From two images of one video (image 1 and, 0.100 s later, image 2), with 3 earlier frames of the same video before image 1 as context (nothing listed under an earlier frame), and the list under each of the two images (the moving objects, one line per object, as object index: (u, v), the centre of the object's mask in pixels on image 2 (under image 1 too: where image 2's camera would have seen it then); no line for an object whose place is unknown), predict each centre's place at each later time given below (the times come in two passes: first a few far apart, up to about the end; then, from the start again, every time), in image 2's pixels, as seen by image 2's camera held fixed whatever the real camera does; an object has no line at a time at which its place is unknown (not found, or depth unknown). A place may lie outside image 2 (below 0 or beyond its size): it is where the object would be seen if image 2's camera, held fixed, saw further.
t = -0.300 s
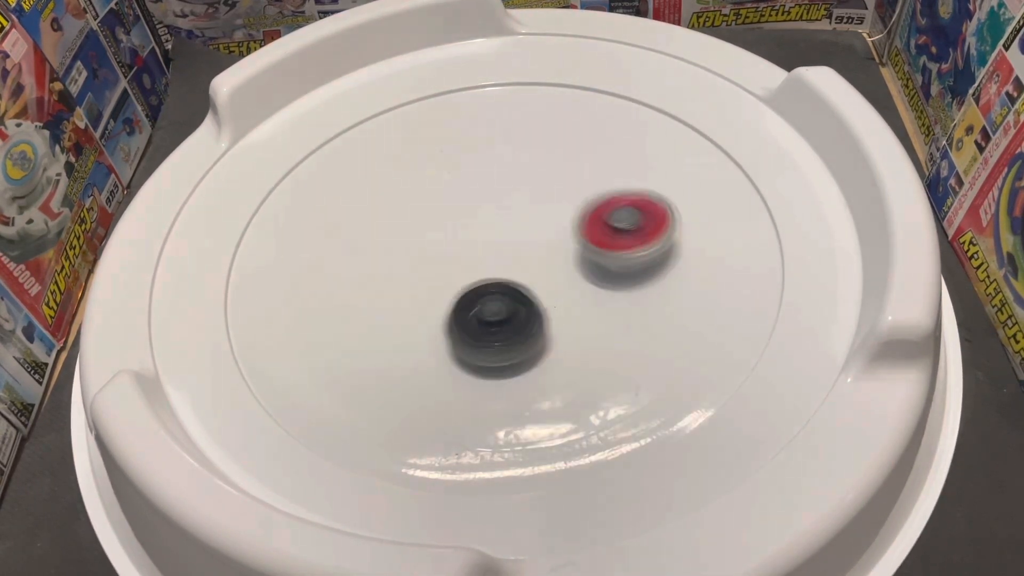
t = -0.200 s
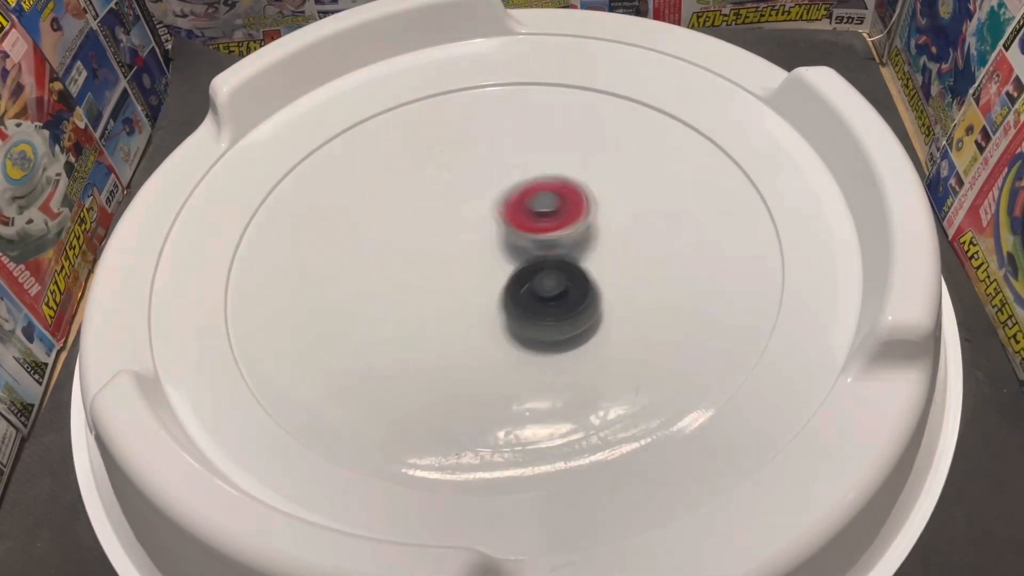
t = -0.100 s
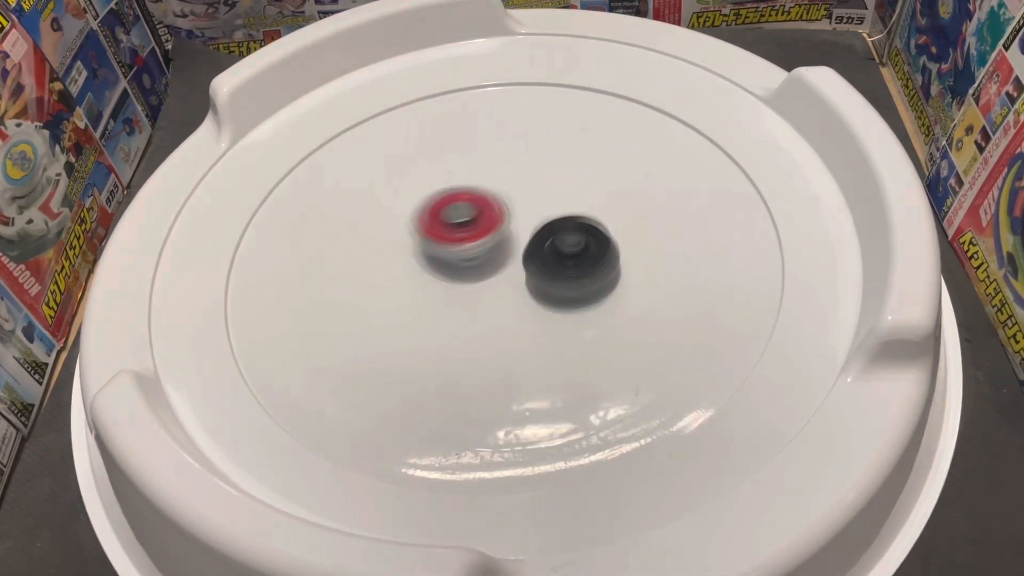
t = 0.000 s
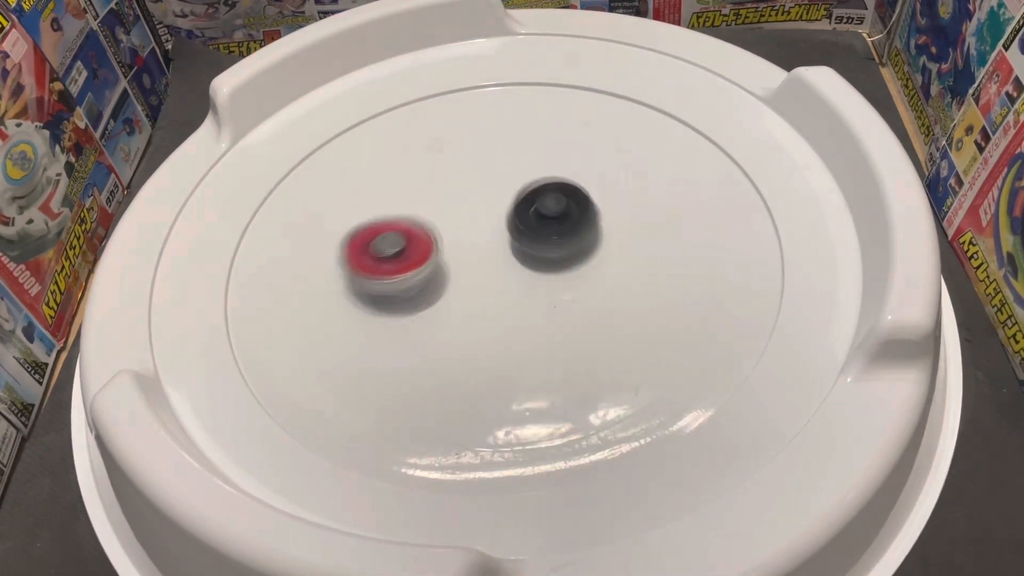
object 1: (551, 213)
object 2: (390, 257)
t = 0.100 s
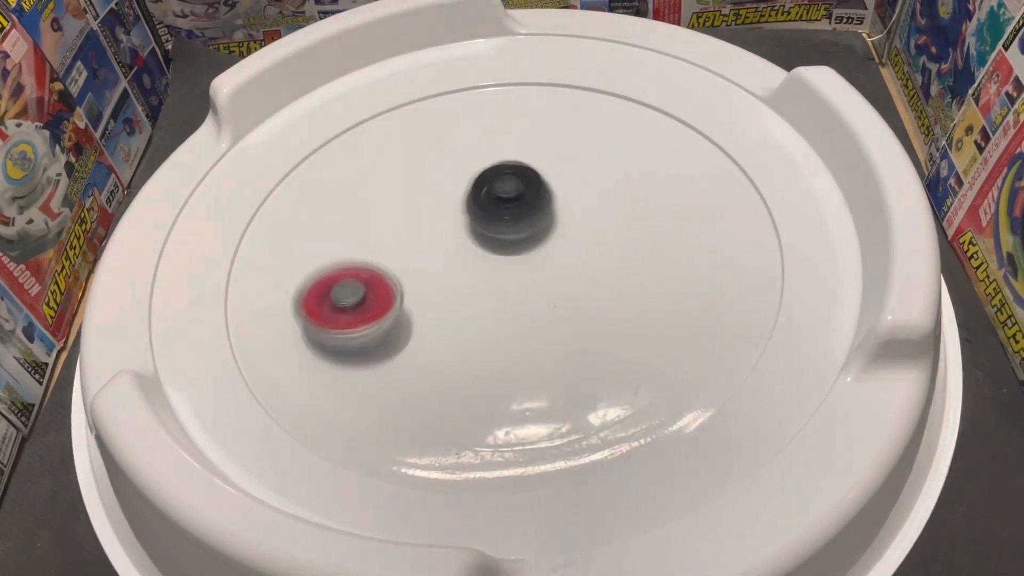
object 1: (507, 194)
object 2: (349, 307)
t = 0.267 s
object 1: (432, 225)
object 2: (410, 380)
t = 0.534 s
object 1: (453, 296)
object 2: (648, 301)
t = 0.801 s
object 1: (561, 261)
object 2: (708, 155)
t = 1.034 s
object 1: (528, 201)
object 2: (569, 124)
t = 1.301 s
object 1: (446, 318)
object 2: (432, 166)
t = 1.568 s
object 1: (568, 341)
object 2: (395, 264)
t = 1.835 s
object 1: (585, 223)
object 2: (523, 307)
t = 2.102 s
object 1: (467, 186)
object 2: (555, 228)
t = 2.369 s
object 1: (264, 177)
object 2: (637, 262)
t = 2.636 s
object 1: (311, 285)
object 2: (593, 247)
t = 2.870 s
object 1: (441, 333)
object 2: (535, 291)
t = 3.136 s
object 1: (536, 358)
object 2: (556, 254)
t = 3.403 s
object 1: (583, 273)
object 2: (474, 286)
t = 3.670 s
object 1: (523, 196)
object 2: (519, 290)
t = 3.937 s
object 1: (429, 159)
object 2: (481, 285)
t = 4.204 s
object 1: (398, 206)
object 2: (529, 291)
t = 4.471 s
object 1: (402, 229)
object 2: (606, 270)
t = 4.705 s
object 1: (442, 290)
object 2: (614, 230)
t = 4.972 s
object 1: (522, 329)
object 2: (511, 230)
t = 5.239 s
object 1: (574, 287)
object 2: (421, 247)
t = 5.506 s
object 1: (538, 228)
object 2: (469, 294)
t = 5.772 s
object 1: (566, 155)
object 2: (448, 355)
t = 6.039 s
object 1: (525, 192)
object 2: (503, 303)
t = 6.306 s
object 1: (493, 198)
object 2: (509, 299)
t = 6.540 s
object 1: (460, 189)
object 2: (497, 276)
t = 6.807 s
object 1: (470, 222)
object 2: (486, 294)
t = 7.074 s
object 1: (462, 238)
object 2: (520, 316)
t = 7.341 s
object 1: (456, 235)
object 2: (532, 286)
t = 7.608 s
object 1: (478, 236)
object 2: (555, 278)
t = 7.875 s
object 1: (485, 233)
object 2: (550, 281)
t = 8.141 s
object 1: (474, 210)
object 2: (518, 280)
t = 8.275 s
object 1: (455, 208)
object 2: (510, 272)
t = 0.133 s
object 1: (490, 194)
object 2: (346, 325)
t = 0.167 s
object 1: (473, 198)
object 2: (351, 344)
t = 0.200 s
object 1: (456, 205)
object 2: (363, 359)
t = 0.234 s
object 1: (443, 214)
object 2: (384, 373)
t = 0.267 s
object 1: (432, 225)
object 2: (410, 380)
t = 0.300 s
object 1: (426, 240)
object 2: (439, 382)
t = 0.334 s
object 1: (425, 255)
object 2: (470, 377)
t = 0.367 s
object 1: (429, 269)
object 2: (498, 366)
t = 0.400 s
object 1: (438, 283)
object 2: (523, 351)
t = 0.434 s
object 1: (450, 292)
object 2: (541, 332)
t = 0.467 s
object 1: (454, 294)
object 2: (576, 314)
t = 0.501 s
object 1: (451, 295)
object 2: (622, 311)
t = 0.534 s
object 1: (453, 296)
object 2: (648, 301)
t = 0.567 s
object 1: (458, 296)
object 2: (668, 289)
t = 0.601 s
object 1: (469, 294)
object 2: (683, 272)
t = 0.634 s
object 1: (483, 293)
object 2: (695, 252)
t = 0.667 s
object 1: (502, 291)
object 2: (705, 231)
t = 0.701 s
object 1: (520, 287)
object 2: (711, 211)
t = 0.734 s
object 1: (536, 280)
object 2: (714, 191)
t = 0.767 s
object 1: (550, 271)
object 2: (714, 173)
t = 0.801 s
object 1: (561, 261)
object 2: (708, 155)
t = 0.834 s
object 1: (567, 249)
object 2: (697, 141)
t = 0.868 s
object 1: (570, 238)
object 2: (682, 128)
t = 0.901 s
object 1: (569, 227)
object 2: (663, 120)
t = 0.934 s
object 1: (564, 217)
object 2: (641, 115)
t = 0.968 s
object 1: (554, 209)
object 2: (617, 114)
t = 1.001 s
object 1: (542, 203)
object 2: (594, 117)
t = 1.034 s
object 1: (528, 201)
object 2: (569, 124)
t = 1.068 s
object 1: (512, 203)
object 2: (545, 131)
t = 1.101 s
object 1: (498, 207)
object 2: (522, 140)
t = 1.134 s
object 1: (484, 216)
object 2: (502, 148)
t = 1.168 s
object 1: (471, 228)
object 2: (483, 158)
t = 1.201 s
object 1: (461, 240)
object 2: (464, 172)
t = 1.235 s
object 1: (451, 266)
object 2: (451, 168)
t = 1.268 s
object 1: (444, 296)
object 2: (442, 164)
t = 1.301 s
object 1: (446, 318)
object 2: (432, 166)
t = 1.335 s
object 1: (454, 333)
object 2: (419, 170)
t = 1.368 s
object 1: (466, 344)
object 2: (405, 178)
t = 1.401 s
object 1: (481, 351)
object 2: (393, 189)
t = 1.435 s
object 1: (498, 356)
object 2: (383, 203)
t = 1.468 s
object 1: (517, 357)
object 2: (379, 218)
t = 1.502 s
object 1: (535, 355)
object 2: (379, 233)
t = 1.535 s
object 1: (552, 349)
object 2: (385, 249)
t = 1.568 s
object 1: (568, 341)
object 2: (395, 264)
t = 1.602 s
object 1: (579, 328)
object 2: (410, 278)
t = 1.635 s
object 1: (588, 312)
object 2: (429, 290)
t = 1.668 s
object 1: (592, 302)
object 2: (451, 299)
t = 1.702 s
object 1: (591, 288)
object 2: (474, 305)
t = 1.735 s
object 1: (592, 271)
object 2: (490, 307)
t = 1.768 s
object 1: (598, 254)
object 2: (497, 309)
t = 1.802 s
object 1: (597, 236)
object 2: (508, 309)
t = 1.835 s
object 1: (585, 223)
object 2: (523, 307)
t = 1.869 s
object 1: (574, 212)
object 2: (538, 303)
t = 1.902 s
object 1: (560, 204)
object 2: (554, 296)
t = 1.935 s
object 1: (545, 197)
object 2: (567, 285)
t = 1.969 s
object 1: (530, 191)
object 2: (574, 273)
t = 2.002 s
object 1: (514, 188)
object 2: (577, 261)
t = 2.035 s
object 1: (498, 186)
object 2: (574, 248)
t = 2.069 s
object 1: (482, 186)
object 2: (566, 237)
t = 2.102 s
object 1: (467, 186)
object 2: (555, 228)
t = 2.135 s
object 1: (451, 189)
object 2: (541, 222)
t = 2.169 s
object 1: (417, 179)
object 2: (548, 230)
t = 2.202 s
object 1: (370, 170)
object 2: (571, 245)
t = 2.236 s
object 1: (329, 161)
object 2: (588, 255)
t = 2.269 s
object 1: (303, 156)
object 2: (601, 263)
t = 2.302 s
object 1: (283, 162)
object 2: (614, 264)
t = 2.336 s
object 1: (274, 168)
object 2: (625, 264)
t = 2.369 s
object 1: (264, 177)
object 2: (637, 262)
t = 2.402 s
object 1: (257, 190)
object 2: (648, 258)
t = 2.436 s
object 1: (256, 203)
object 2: (654, 252)
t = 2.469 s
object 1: (255, 218)
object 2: (655, 246)
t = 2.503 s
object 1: (259, 232)
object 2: (650, 241)
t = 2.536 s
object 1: (267, 247)
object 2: (640, 239)
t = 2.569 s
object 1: (278, 259)
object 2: (626, 239)
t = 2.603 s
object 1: (294, 272)
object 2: (609, 242)
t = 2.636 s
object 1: (311, 285)
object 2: (593, 247)
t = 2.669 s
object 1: (332, 293)
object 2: (576, 254)
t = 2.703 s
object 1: (353, 302)
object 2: (560, 262)
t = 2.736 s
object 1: (375, 311)
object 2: (545, 271)
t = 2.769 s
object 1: (399, 317)
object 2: (531, 279)
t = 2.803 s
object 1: (419, 321)
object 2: (520, 288)
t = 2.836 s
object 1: (425, 329)
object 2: (529, 289)
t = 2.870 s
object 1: (441, 333)
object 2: (535, 291)
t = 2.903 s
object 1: (445, 340)
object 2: (549, 288)
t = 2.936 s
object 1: (450, 347)
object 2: (560, 284)
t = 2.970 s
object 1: (462, 353)
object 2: (567, 279)
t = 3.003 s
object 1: (474, 357)
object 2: (571, 274)
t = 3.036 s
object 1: (488, 362)
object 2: (572, 268)
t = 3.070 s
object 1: (503, 362)
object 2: (570, 262)
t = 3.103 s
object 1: (519, 361)
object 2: (565, 257)
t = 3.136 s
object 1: (536, 358)
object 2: (556, 254)
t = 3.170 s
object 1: (550, 351)
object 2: (544, 251)
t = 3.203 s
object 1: (561, 344)
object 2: (532, 251)
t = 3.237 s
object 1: (573, 332)
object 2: (519, 254)
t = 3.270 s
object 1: (580, 321)
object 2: (506, 259)
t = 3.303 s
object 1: (583, 309)
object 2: (495, 264)
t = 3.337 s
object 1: (586, 297)
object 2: (486, 270)
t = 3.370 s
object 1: (585, 284)
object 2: (478, 278)
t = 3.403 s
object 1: (583, 273)
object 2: (474, 286)
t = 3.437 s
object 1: (580, 259)
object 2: (473, 294)
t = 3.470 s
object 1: (574, 249)
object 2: (477, 301)
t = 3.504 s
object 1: (569, 238)
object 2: (482, 306)
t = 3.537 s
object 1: (561, 227)
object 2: (491, 308)
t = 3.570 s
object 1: (550, 220)
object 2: (499, 308)
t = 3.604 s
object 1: (543, 209)
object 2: (508, 304)
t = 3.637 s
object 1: (533, 203)
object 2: (515, 299)
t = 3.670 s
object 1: (523, 196)
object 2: (519, 290)
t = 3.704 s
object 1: (511, 190)
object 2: (520, 282)
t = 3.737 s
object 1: (500, 185)
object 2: (517, 274)
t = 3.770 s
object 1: (488, 184)
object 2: (511, 267)
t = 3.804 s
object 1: (476, 182)
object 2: (504, 260)
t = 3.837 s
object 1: (463, 182)
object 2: (495, 254)
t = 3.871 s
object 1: (453, 168)
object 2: (488, 266)
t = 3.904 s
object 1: (440, 155)
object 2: (483, 277)
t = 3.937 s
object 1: (429, 159)
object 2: (481, 285)
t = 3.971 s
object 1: (419, 150)
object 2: (481, 293)
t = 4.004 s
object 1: (407, 154)
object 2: (486, 300)
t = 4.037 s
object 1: (398, 157)
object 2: (493, 305)
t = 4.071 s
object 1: (391, 163)
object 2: (501, 308)
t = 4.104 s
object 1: (387, 174)
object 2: (511, 307)
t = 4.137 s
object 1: (387, 184)
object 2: (520, 304)
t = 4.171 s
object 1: (390, 195)
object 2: (525, 298)
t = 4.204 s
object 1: (398, 206)
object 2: (529, 291)
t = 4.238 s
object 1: (405, 217)
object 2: (529, 282)
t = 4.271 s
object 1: (415, 229)
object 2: (526, 275)
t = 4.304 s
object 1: (424, 238)
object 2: (521, 268)
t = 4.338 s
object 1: (420, 241)
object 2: (531, 269)
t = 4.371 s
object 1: (407, 234)
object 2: (558, 274)
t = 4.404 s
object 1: (398, 227)
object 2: (579, 276)
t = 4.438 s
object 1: (399, 224)
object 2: (593, 273)
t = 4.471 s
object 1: (402, 229)
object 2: (606, 270)
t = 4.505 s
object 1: (406, 238)
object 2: (617, 265)
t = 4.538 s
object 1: (409, 249)
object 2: (627, 259)
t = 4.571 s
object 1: (414, 257)
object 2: (634, 252)
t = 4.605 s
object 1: (418, 267)
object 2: (636, 244)
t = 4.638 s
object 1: (425, 274)
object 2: (633, 238)
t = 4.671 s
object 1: (433, 284)
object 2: (625, 232)
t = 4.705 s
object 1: (442, 290)
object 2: (614, 230)
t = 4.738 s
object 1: (452, 297)
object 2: (601, 230)
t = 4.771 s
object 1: (462, 301)
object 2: (588, 231)
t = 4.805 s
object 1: (472, 307)
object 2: (574, 234)
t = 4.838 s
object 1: (484, 311)
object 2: (559, 238)
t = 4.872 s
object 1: (494, 314)
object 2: (545, 242)
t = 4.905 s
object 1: (505, 317)
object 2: (532, 246)
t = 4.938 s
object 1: (513, 326)
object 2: (524, 239)
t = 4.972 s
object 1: (522, 329)
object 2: (511, 230)
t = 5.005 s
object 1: (529, 329)
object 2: (496, 227)
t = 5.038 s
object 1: (541, 327)
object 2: (483, 227)
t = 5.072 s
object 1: (551, 324)
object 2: (471, 228)
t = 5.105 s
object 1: (560, 318)
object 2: (459, 229)
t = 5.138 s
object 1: (568, 309)
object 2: (447, 232)
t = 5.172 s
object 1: (572, 302)
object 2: (436, 236)
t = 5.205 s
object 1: (574, 296)
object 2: (428, 241)
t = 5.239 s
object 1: (574, 287)
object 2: (421, 247)
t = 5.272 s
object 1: (574, 278)
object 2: (417, 256)
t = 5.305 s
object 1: (571, 270)
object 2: (417, 264)
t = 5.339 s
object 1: (568, 262)
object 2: (421, 272)
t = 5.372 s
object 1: (561, 255)
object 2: (427, 279)
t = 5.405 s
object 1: (556, 246)
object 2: (437, 285)
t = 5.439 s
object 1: (548, 240)
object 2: (448, 289)
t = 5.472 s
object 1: (541, 233)
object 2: (461, 291)
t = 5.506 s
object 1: (538, 228)
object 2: (469, 294)
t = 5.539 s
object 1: (556, 203)
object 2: (451, 307)
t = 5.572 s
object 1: (567, 190)
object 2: (439, 318)
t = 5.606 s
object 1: (570, 179)
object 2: (436, 326)
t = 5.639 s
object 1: (570, 175)
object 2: (435, 333)
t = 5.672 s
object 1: (567, 171)
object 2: (434, 341)
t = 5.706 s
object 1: (567, 165)
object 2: (435, 347)
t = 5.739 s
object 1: (567, 161)
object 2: (440, 352)
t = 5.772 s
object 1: (566, 155)
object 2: (448, 355)
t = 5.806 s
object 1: (562, 152)
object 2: (458, 354)
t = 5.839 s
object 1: (555, 155)
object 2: (467, 350)
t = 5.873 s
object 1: (551, 157)
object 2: (475, 344)
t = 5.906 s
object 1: (547, 164)
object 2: (482, 337)
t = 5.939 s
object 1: (540, 169)
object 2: (488, 329)
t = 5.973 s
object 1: (535, 176)
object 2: (494, 320)
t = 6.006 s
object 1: (533, 187)
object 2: (498, 312)
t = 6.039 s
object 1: (525, 192)
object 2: (503, 303)
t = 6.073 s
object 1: (522, 200)
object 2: (507, 294)
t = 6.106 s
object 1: (517, 206)
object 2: (510, 286)
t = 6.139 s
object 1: (509, 204)
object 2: (508, 292)
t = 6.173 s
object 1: (510, 207)
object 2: (508, 294)
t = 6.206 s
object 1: (506, 213)
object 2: (510, 292)
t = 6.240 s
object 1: (501, 202)
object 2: (509, 298)
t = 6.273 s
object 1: (499, 200)
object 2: (508, 300)
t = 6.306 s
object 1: (493, 198)
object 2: (509, 299)
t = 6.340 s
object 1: (487, 194)
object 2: (510, 297)
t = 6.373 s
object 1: (482, 192)
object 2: (509, 294)
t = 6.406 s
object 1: (477, 189)
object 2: (509, 291)
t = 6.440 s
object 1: (472, 186)
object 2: (507, 288)
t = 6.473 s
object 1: (468, 188)
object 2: (504, 283)
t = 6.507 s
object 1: (464, 186)
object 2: (501, 279)
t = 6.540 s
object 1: (460, 189)
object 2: (497, 276)
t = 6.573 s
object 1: (460, 196)
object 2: (491, 272)
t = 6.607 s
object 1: (460, 198)
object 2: (486, 270)
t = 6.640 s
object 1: (463, 197)
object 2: (482, 277)
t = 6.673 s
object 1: (463, 203)
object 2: (481, 280)
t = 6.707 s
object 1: (463, 205)
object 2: (481, 286)
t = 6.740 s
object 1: (468, 210)
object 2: (481, 289)
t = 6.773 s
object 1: (469, 214)
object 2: (484, 292)
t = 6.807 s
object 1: (470, 222)
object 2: (486, 294)
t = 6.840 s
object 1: (471, 225)
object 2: (489, 298)
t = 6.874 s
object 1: (464, 225)
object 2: (491, 303)
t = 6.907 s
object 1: (467, 227)
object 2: (494, 306)
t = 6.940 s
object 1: (464, 234)
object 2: (499, 309)
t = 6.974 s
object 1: (462, 240)
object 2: (504, 311)
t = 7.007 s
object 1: (458, 239)
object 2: (511, 314)
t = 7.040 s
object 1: (458, 246)
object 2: (515, 316)
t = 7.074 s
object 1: (462, 238)
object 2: (520, 316)
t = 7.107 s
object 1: (457, 243)
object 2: (524, 314)
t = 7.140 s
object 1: (455, 246)
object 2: (528, 311)
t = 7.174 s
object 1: (450, 245)
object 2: (530, 306)
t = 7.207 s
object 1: (452, 239)
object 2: (531, 302)
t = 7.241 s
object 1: (452, 239)
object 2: (530, 296)
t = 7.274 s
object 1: (453, 241)
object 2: (530, 290)
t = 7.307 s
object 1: (454, 238)
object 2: (529, 286)
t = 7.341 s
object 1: (456, 235)
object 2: (532, 286)
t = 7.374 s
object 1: (458, 229)
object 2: (535, 287)
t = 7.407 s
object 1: (461, 234)
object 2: (536, 286)
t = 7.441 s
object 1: (465, 229)
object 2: (541, 285)
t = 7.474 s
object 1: (470, 235)
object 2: (545, 283)
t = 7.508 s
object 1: (473, 239)
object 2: (549, 280)
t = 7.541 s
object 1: (476, 241)
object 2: (551, 277)
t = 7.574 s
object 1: (477, 236)
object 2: (554, 277)
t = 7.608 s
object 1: (478, 236)
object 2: (555, 278)
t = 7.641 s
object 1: (476, 233)
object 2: (560, 279)
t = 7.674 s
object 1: (469, 229)
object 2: (562, 281)
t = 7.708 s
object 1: (478, 228)
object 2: (563, 282)
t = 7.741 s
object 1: (476, 226)
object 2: (563, 282)
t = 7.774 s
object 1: (478, 226)
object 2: (561, 282)
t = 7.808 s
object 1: (483, 226)
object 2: (558, 282)
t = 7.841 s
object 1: (486, 229)
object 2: (554, 282)
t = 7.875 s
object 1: (485, 233)
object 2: (550, 281)
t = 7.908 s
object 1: (485, 229)
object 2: (548, 283)
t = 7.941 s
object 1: (485, 228)
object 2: (544, 283)
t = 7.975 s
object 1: (486, 229)
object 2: (537, 283)
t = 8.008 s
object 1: (485, 226)
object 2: (534, 284)
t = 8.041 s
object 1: (484, 222)
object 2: (532, 283)
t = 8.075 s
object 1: (482, 218)
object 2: (528, 282)
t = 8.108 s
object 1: (479, 213)
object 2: (523, 281)
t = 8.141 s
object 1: (474, 210)
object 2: (518, 280)
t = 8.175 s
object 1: (472, 204)
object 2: (515, 278)
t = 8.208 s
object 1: (467, 204)
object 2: (513, 276)
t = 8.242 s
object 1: (462, 204)
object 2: (510, 274)
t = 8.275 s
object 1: (455, 208)
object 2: (510, 272)
